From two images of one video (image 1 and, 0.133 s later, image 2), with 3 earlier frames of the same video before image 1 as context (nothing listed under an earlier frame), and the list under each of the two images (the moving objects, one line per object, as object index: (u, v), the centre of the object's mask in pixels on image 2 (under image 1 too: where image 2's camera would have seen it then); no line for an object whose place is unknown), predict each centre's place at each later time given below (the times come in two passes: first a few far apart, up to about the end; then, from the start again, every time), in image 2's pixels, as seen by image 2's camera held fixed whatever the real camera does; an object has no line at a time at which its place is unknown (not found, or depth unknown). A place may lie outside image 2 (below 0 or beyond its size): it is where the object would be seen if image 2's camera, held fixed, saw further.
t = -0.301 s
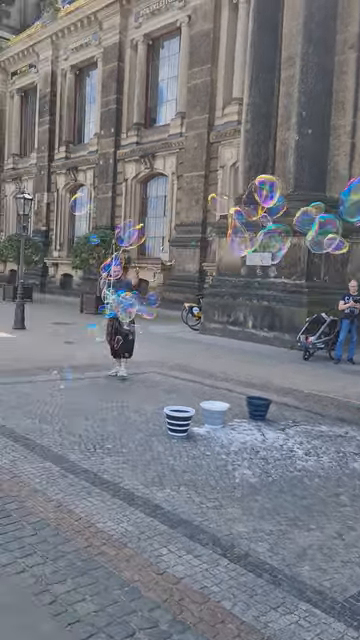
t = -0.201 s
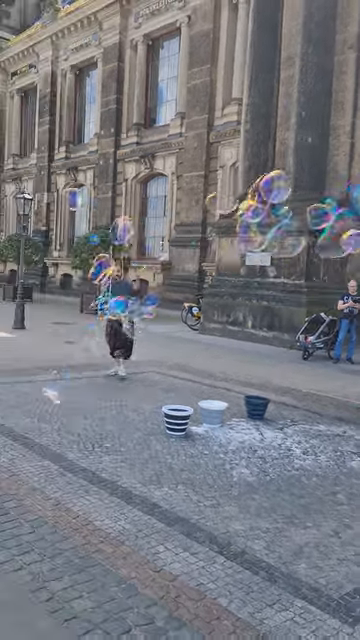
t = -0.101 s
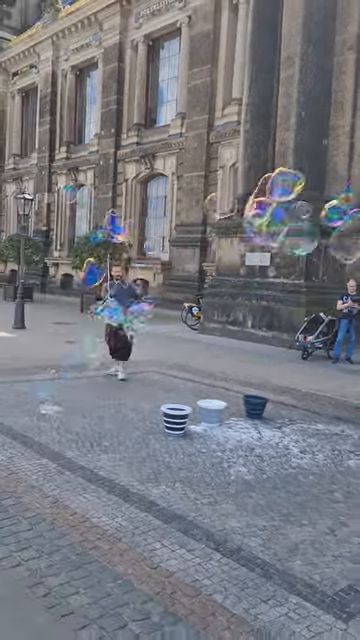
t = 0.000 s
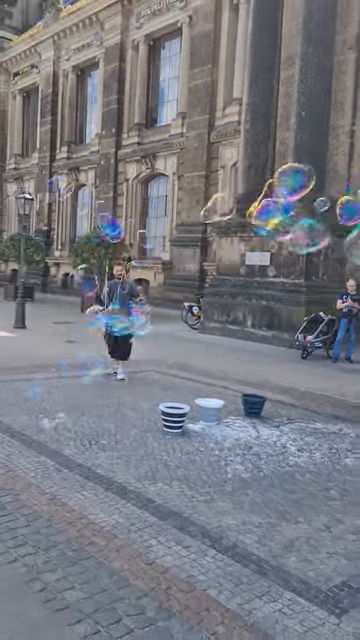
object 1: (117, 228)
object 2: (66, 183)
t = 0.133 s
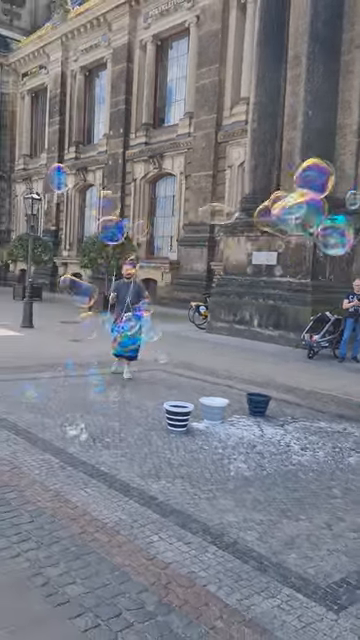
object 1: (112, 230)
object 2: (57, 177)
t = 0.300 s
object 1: (106, 240)
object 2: (50, 163)
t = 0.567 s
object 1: (99, 256)
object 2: (34, 116)
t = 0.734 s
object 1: (97, 266)
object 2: (30, 70)
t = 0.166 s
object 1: (111, 232)
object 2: (57, 176)
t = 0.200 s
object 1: (111, 233)
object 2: (54, 173)
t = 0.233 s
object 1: (109, 237)
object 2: (53, 171)
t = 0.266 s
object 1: (107, 237)
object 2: (53, 166)
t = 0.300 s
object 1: (106, 240)
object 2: (50, 163)
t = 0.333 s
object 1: (104, 244)
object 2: (49, 161)
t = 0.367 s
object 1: (103, 246)
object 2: (47, 157)
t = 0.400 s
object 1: (102, 247)
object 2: (43, 150)
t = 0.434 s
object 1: (101, 248)
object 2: (41, 144)
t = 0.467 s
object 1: (100, 250)
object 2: (40, 139)
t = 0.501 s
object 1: (100, 252)
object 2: (37, 132)
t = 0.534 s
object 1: (100, 253)
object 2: (37, 124)
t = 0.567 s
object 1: (99, 256)
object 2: (34, 116)
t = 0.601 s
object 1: (98, 257)
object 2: (32, 108)
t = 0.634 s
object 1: (99, 259)
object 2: (30, 99)
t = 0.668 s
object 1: (99, 261)
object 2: (29, 92)
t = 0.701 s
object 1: (98, 264)
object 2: (29, 80)
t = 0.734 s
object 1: (97, 266)
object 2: (30, 70)
